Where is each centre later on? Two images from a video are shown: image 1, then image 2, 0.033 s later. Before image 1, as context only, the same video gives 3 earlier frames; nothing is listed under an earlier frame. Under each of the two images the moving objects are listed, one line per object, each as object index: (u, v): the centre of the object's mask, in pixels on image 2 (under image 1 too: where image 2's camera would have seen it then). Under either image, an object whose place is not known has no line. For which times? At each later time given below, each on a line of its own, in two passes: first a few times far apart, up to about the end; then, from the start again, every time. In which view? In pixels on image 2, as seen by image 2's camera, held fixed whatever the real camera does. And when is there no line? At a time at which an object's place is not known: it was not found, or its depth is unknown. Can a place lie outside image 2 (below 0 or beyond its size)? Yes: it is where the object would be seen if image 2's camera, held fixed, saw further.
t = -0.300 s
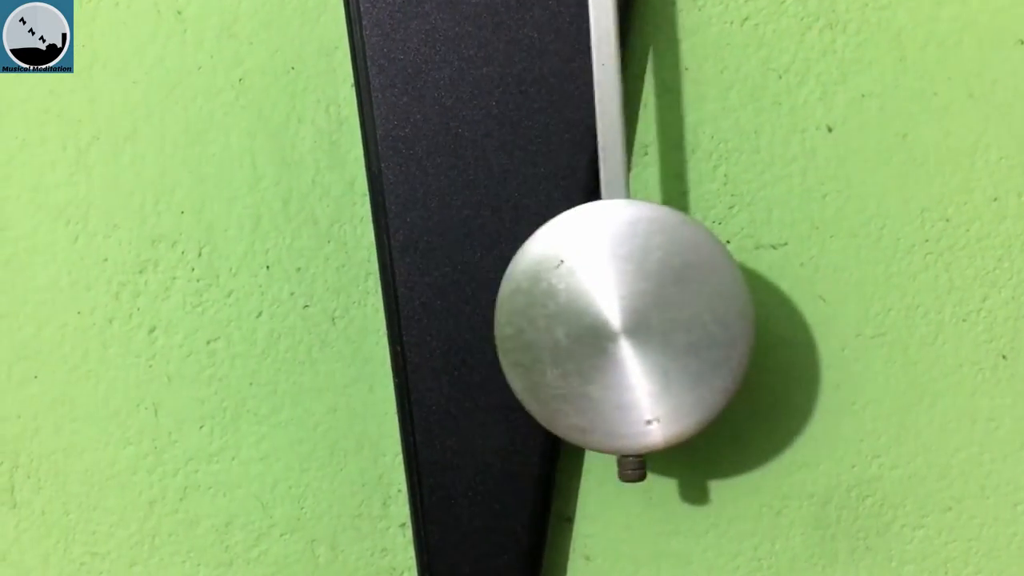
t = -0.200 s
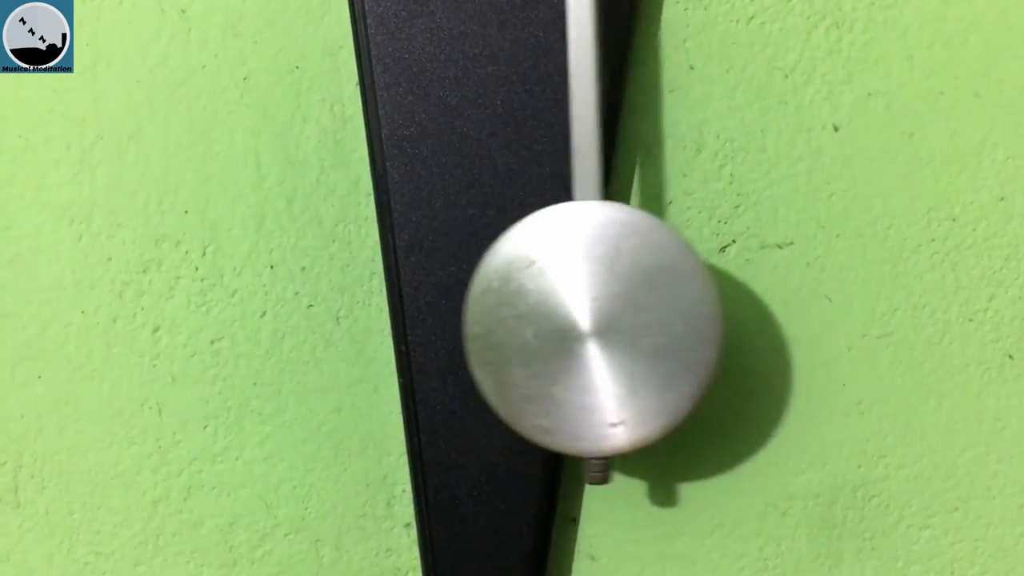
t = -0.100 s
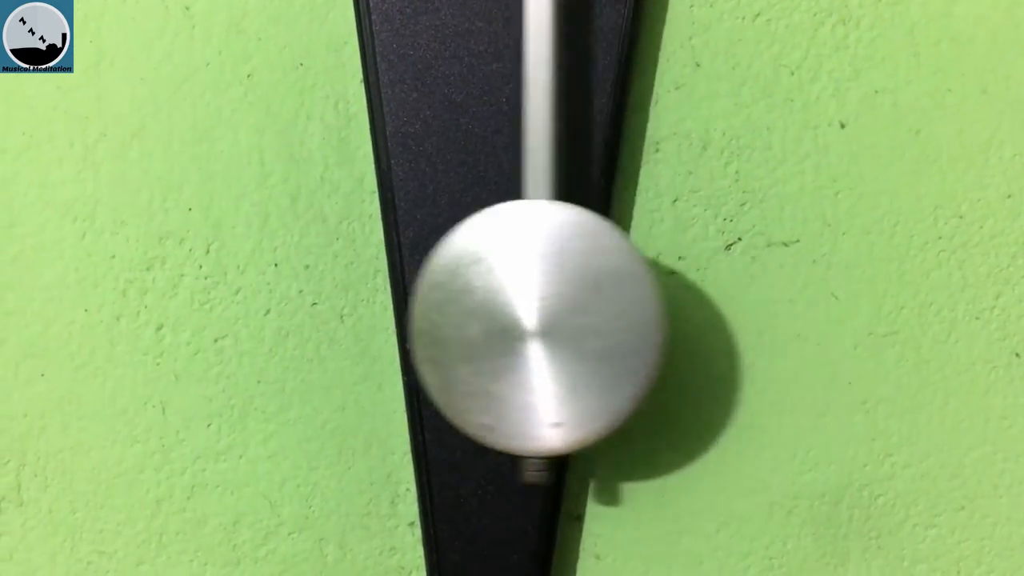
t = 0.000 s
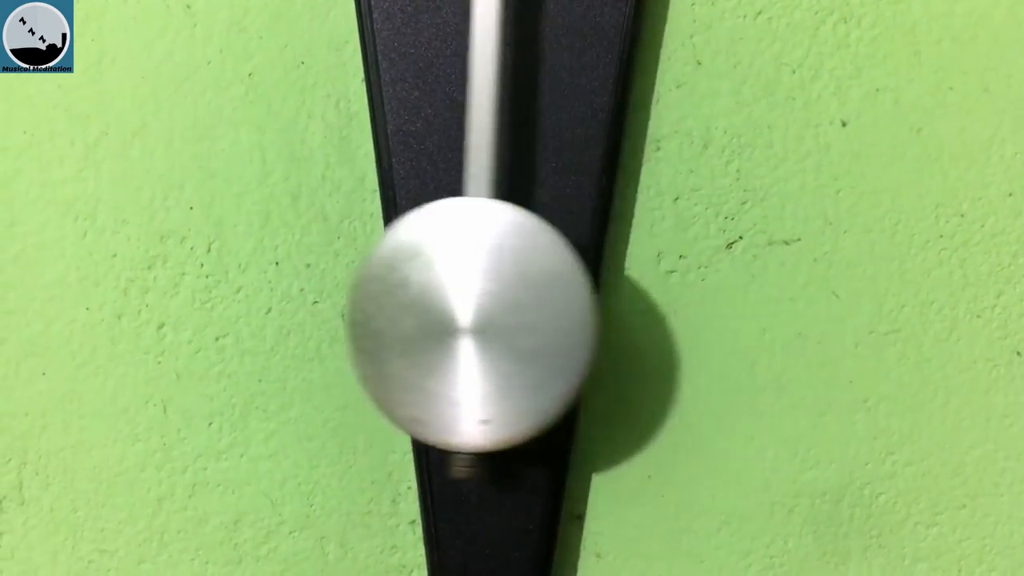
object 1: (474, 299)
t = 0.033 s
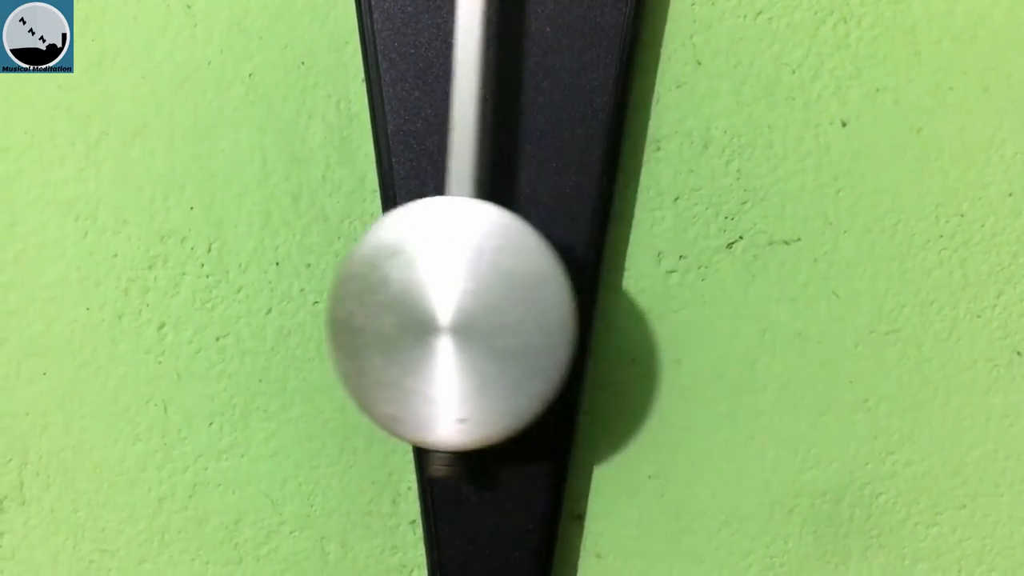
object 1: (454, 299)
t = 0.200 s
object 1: (394, 297)
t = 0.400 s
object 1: (443, 298)
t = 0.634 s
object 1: (584, 300)
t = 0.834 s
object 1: (635, 299)
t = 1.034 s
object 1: (558, 297)
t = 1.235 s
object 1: (439, 294)
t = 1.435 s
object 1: (397, 296)
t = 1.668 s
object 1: (508, 297)
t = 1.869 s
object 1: (621, 297)
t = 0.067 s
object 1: (436, 298)
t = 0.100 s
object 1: (421, 297)
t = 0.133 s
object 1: (408, 297)
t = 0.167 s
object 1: (400, 297)
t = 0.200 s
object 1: (394, 297)
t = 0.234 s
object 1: (393, 297)
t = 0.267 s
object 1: (396, 297)
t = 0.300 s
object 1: (403, 297)
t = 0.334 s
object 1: (413, 298)
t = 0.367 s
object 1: (426, 298)
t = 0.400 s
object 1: (443, 298)
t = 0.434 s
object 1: (461, 298)
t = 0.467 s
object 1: (481, 297)
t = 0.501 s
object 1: (502, 298)
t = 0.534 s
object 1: (523, 300)
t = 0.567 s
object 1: (544, 300)
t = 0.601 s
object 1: (565, 299)
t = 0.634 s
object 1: (584, 300)
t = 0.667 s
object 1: (601, 299)
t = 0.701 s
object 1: (615, 300)
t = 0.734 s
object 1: (626, 300)
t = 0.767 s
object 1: (633, 300)
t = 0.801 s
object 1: (636, 299)
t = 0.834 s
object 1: (635, 299)
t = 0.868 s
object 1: (631, 300)
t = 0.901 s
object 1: (622, 299)
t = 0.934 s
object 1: (609, 298)
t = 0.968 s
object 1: (595, 298)
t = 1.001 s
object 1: (577, 297)
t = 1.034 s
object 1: (558, 297)
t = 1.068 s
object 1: (537, 296)
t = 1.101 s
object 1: (517, 296)
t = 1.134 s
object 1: (496, 295)
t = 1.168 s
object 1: (476, 294)
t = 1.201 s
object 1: (457, 293)
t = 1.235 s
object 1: (439, 294)
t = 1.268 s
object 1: (423, 294)
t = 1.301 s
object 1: (411, 294)
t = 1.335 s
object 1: (401, 295)
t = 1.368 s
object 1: (396, 295)
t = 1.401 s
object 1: (395, 296)
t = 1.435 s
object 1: (397, 296)
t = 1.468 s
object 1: (404, 296)
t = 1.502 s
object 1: (415, 296)
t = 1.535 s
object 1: (429, 296)
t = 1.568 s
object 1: (445, 297)
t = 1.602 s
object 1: (466, 297)
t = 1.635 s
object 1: (486, 297)
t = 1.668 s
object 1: (508, 297)
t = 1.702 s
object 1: (529, 298)
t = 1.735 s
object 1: (551, 297)
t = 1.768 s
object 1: (571, 297)
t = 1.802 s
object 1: (590, 297)
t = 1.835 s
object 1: (607, 297)
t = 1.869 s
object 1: (621, 297)
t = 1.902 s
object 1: (632, 296)
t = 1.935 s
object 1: (639, 296)
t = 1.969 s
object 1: (642, 296)
